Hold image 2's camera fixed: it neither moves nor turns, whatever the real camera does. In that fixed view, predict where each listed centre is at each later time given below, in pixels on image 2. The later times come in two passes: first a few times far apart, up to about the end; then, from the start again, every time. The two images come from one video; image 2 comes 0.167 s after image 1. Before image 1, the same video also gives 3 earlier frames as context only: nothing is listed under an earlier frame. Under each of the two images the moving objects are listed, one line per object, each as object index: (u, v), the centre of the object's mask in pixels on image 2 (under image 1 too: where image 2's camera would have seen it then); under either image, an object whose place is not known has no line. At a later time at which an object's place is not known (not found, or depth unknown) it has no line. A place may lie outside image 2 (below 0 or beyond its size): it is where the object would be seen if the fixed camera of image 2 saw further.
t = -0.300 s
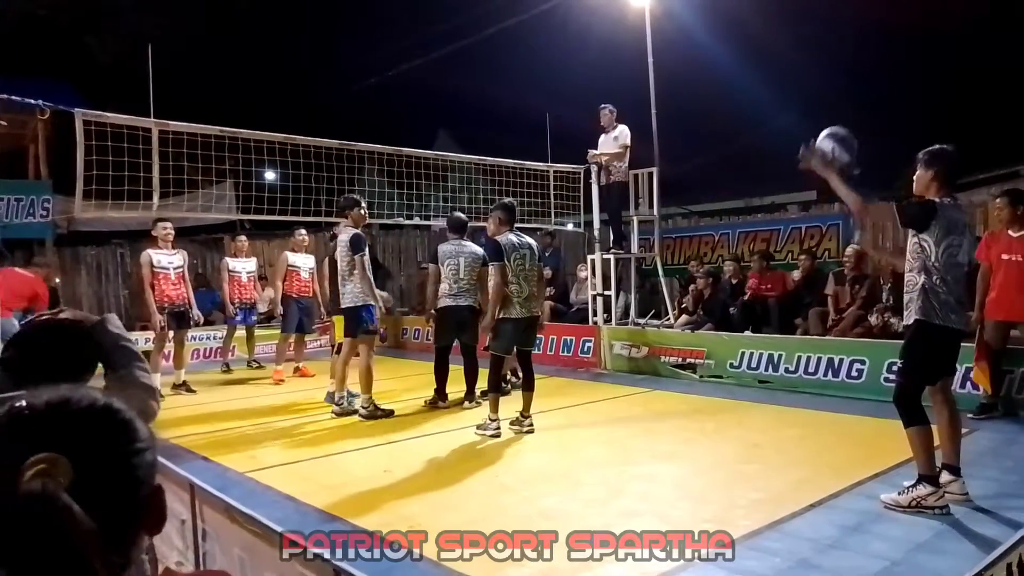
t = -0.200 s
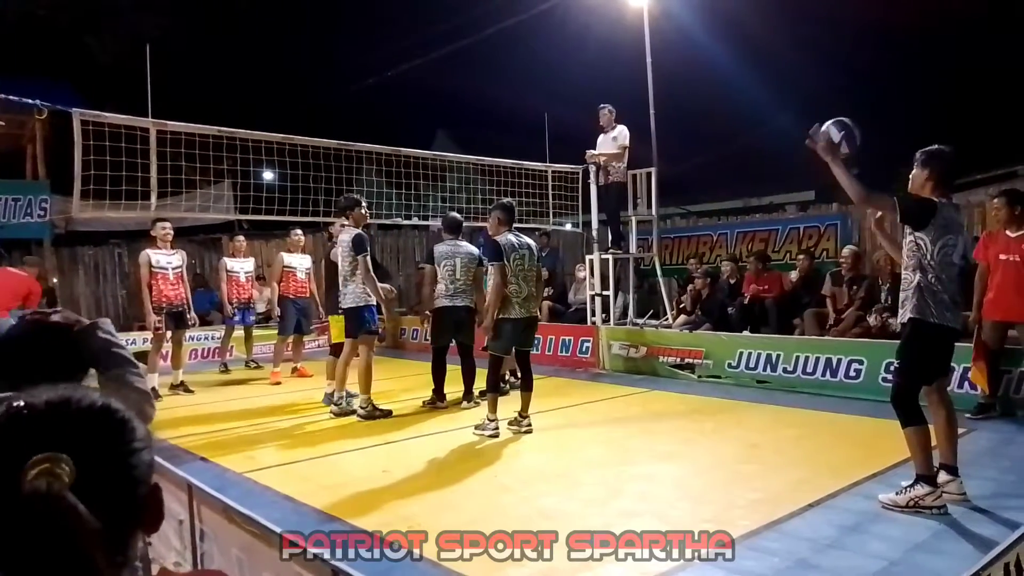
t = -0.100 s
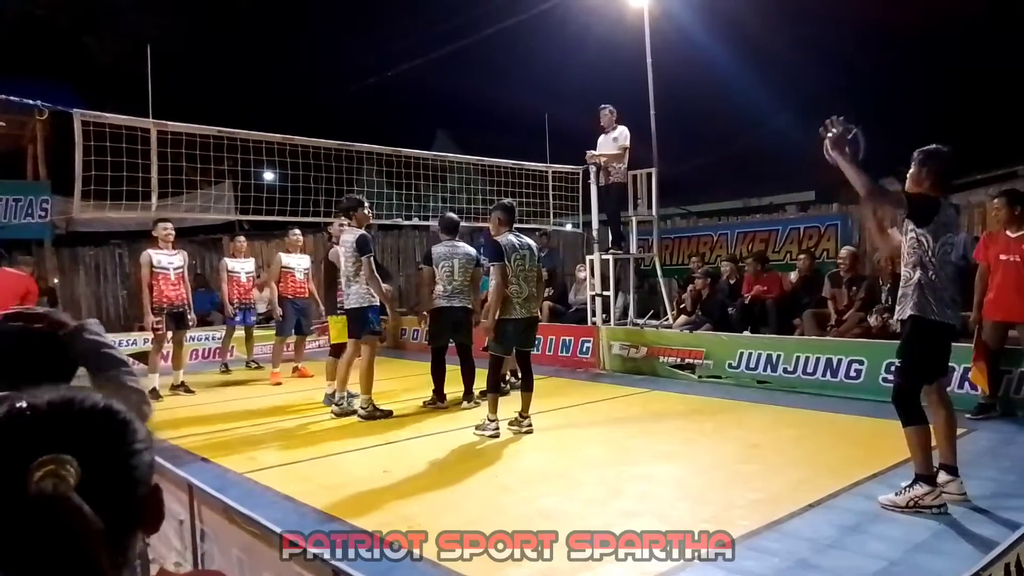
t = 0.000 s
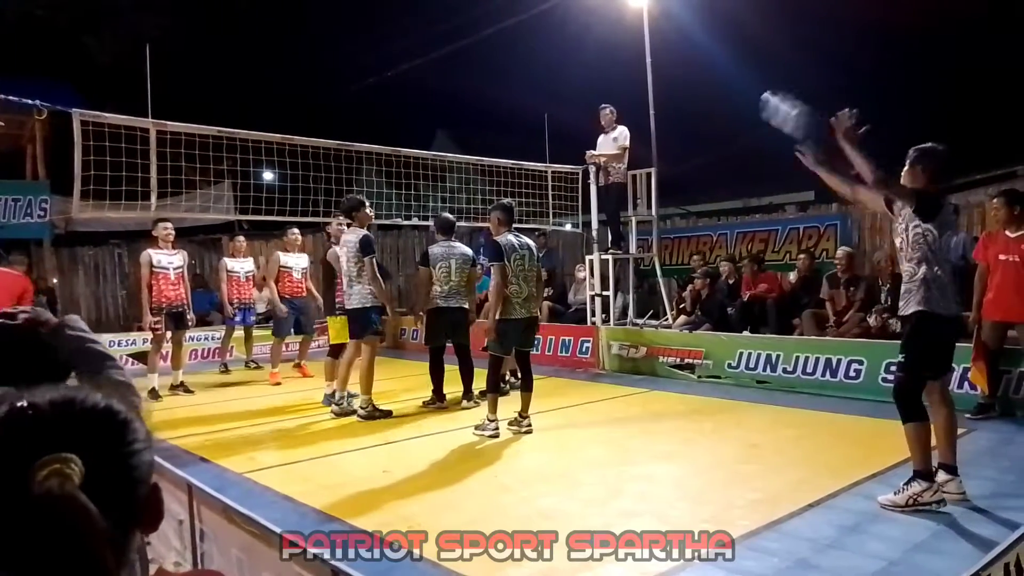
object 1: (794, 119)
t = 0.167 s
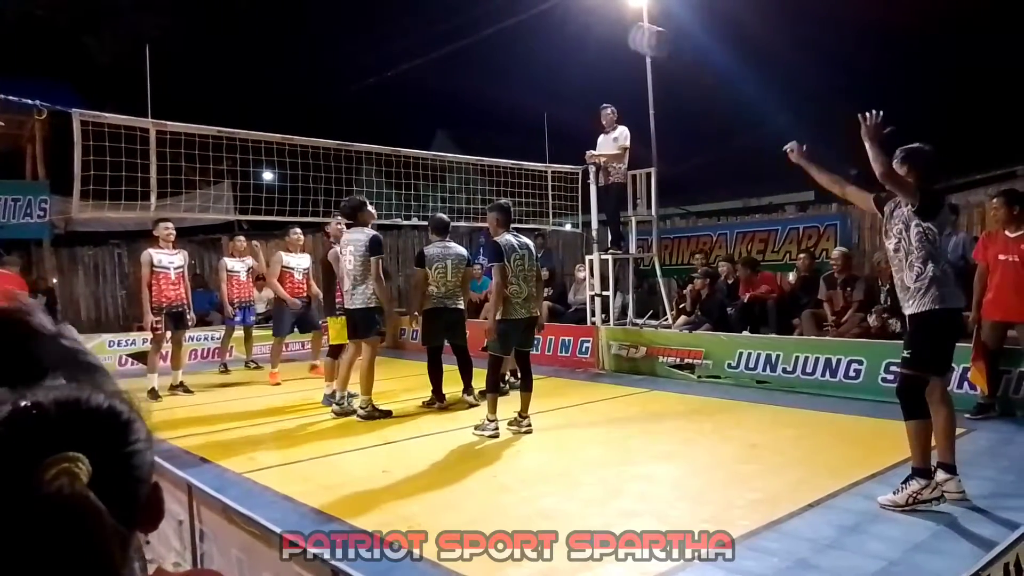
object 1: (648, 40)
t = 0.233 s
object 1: (606, 28)
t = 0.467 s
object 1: (496, 34)
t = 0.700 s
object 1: (418, 89)
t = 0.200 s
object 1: (626, 34)
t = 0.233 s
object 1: (606, 28)
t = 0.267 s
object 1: (589, 25)
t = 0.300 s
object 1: (572, 24)
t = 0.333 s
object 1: (553, 23)
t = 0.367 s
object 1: (538, 25)
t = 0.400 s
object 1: (524, 27)
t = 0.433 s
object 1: (509, 31)
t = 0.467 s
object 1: (496, 34)
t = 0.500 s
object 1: (483, 39)
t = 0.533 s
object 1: (471, 45)
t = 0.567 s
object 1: (459, 52)
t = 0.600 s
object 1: (449, 60)
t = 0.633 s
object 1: (438, 69)
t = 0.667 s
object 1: (428, 78)
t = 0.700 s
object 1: (418, 89)
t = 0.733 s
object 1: (408, 100)
